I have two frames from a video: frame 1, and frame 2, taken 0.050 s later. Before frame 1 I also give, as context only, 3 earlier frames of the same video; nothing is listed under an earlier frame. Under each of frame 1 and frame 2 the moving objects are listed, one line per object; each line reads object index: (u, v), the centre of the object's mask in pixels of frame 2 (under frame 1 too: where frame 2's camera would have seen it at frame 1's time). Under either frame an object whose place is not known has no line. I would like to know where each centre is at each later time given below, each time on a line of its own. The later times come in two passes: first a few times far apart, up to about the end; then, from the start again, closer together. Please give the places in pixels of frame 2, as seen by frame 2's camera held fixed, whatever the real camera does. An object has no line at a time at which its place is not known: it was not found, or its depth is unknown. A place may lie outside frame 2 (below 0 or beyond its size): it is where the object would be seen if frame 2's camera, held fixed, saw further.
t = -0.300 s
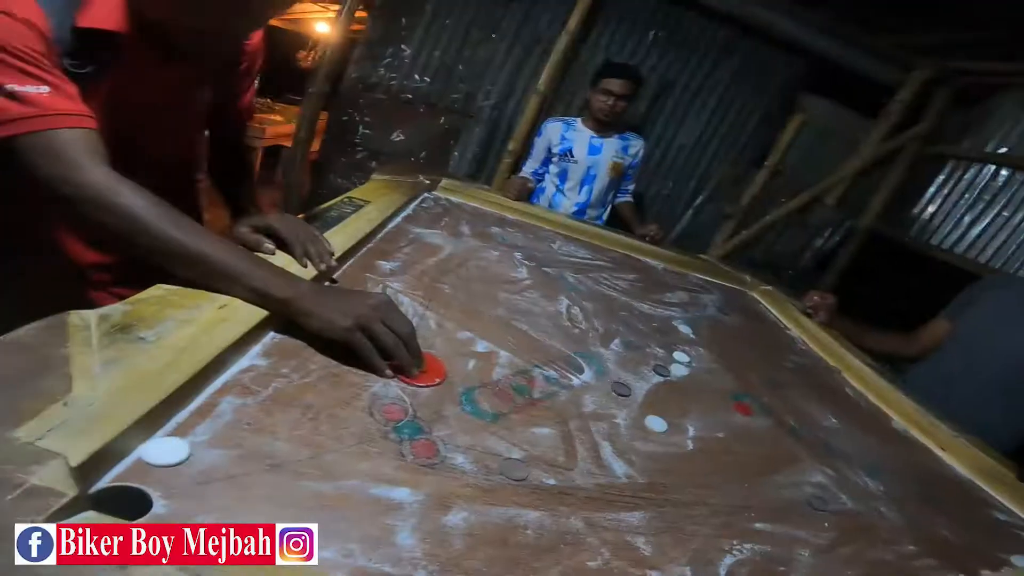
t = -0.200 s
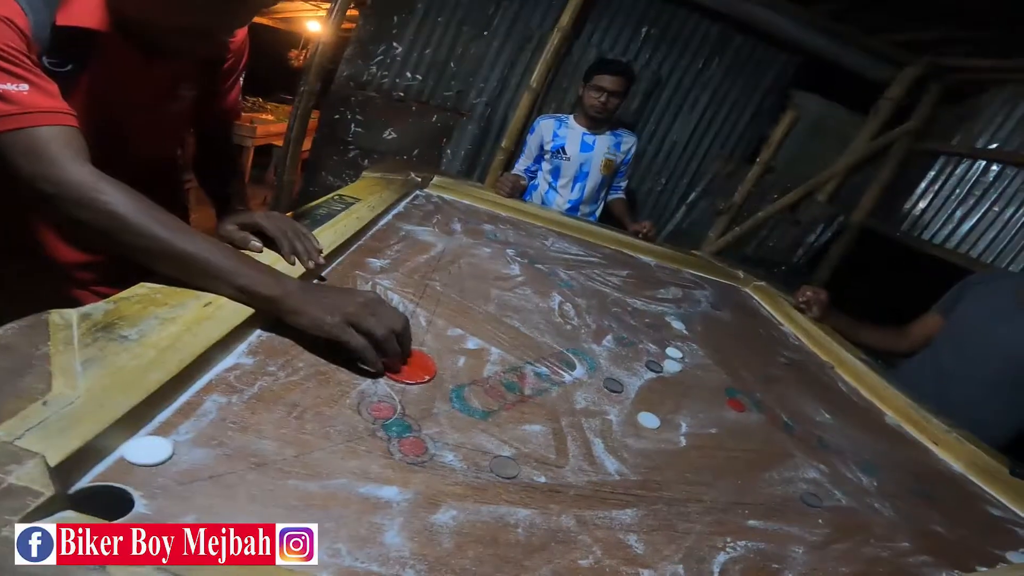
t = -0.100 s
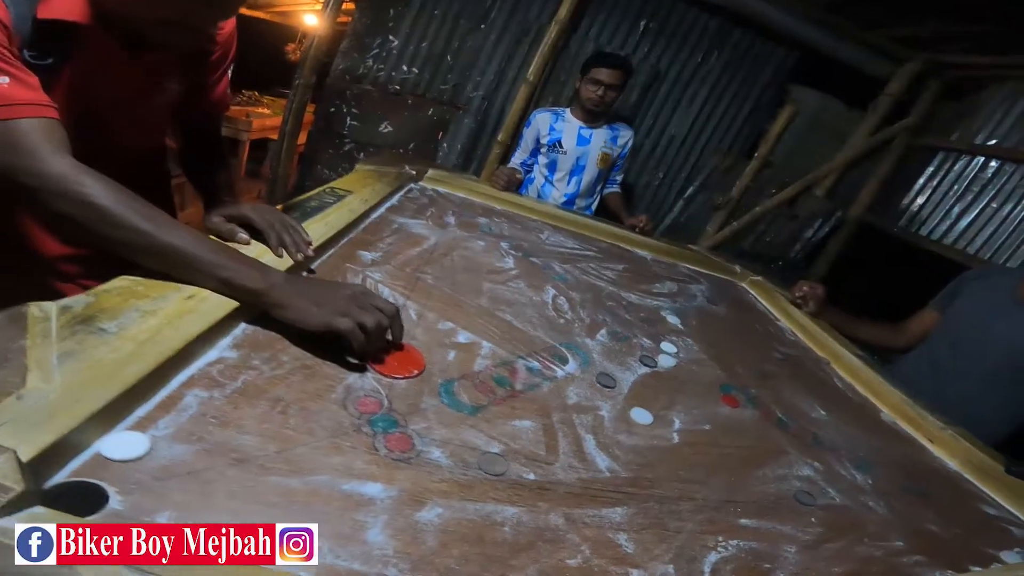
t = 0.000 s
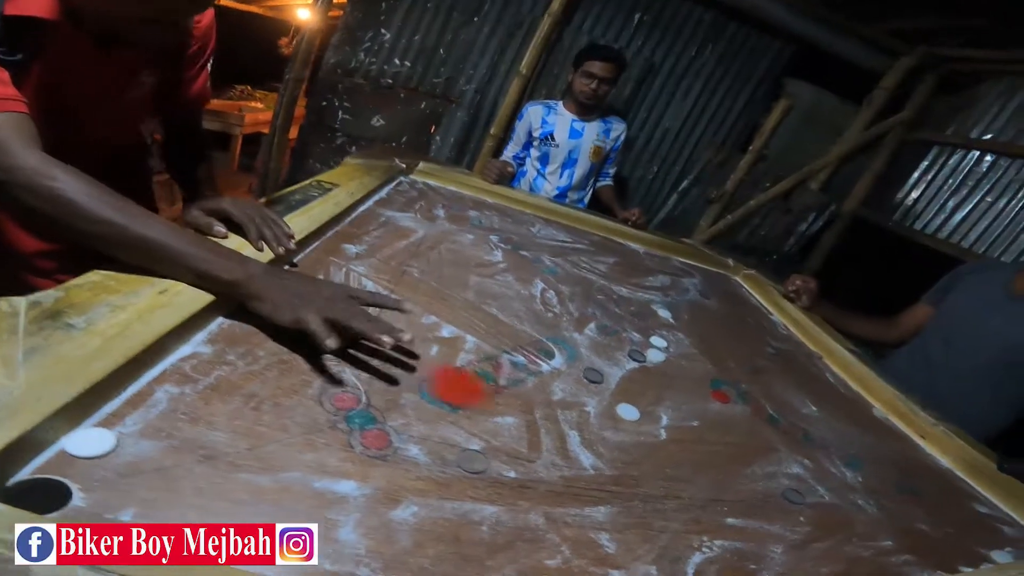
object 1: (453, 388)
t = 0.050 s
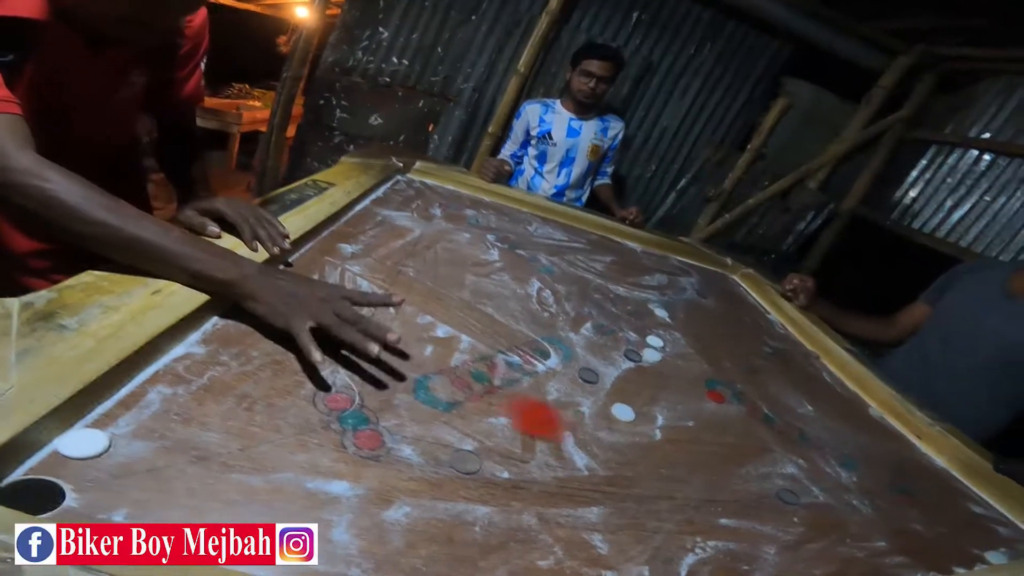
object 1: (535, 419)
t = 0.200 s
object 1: (752, 480)
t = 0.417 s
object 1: (911, 500)
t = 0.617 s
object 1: (985, 507)
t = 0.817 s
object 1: (973, 502)
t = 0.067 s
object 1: (564, 428)
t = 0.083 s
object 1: (590, 437)
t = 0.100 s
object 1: (617, 445)
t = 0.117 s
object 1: (641, 453)
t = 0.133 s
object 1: (665, 459)
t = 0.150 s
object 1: (687, 464)
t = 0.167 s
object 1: (711, 470)
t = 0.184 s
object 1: (733, 476)
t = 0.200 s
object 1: (752, 480)
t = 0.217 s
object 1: (769, 482)
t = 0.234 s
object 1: (786, 485)
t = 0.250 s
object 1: (802, 487)
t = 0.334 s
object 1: (865, 494)
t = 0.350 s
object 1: (877, 496)
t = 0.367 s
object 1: (882, 496)
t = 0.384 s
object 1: (889, 497)
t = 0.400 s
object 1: (902, 500)
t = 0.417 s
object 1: (911, 500)
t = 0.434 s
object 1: (916, 499)
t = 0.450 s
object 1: (921, 500)
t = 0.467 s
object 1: (927, 500)
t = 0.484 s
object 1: (935, 501)
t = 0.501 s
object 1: (944, 503)
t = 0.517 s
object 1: (951, 504)
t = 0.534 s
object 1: (959, 507)
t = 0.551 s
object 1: (973, 508)
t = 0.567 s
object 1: (975, 508)
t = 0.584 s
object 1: (977, 507)
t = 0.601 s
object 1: (984, 507)
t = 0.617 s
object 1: (985, 507)
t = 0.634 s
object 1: (986, 506)
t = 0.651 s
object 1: (987, 507)
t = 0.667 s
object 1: (986, 507)
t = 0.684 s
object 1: (986, 506)
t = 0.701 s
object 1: (986, 506)
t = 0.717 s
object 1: (986, 506)
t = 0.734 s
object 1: (985, 506)
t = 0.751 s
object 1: (983, 505)
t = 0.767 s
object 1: (981, 504)
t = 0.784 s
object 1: (979, 504)
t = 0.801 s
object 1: (976, 504)
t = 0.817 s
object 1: (973, 502)
